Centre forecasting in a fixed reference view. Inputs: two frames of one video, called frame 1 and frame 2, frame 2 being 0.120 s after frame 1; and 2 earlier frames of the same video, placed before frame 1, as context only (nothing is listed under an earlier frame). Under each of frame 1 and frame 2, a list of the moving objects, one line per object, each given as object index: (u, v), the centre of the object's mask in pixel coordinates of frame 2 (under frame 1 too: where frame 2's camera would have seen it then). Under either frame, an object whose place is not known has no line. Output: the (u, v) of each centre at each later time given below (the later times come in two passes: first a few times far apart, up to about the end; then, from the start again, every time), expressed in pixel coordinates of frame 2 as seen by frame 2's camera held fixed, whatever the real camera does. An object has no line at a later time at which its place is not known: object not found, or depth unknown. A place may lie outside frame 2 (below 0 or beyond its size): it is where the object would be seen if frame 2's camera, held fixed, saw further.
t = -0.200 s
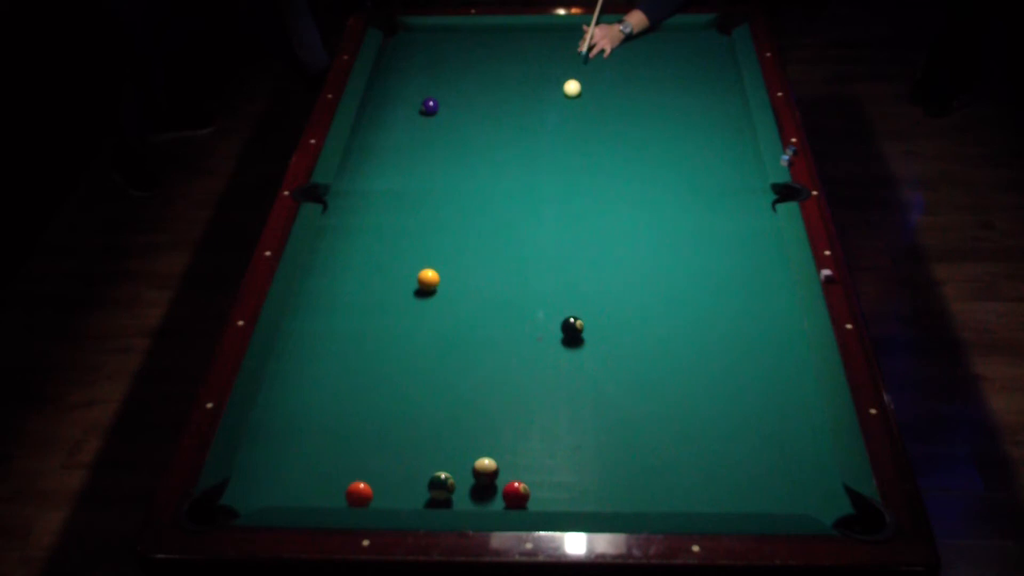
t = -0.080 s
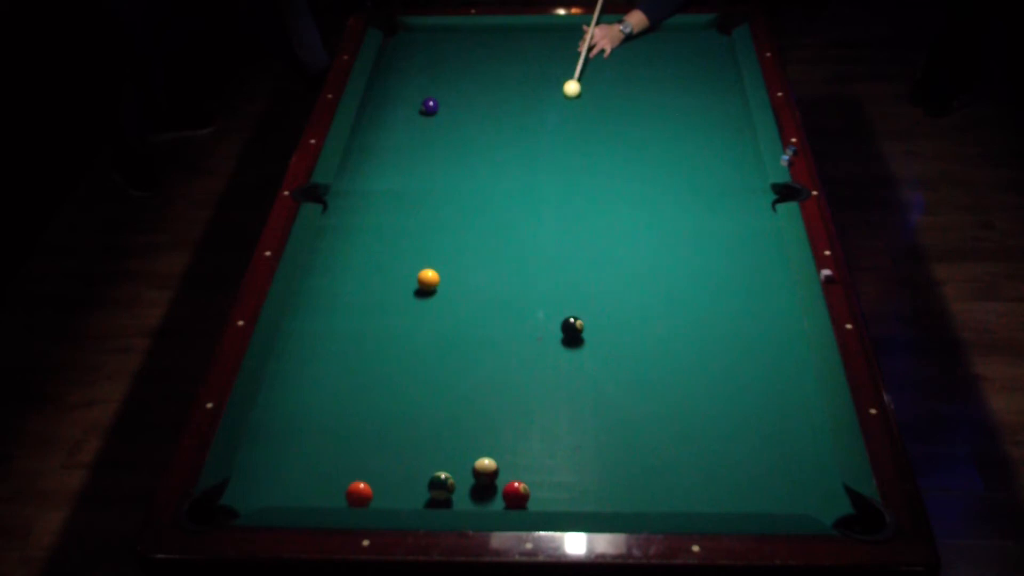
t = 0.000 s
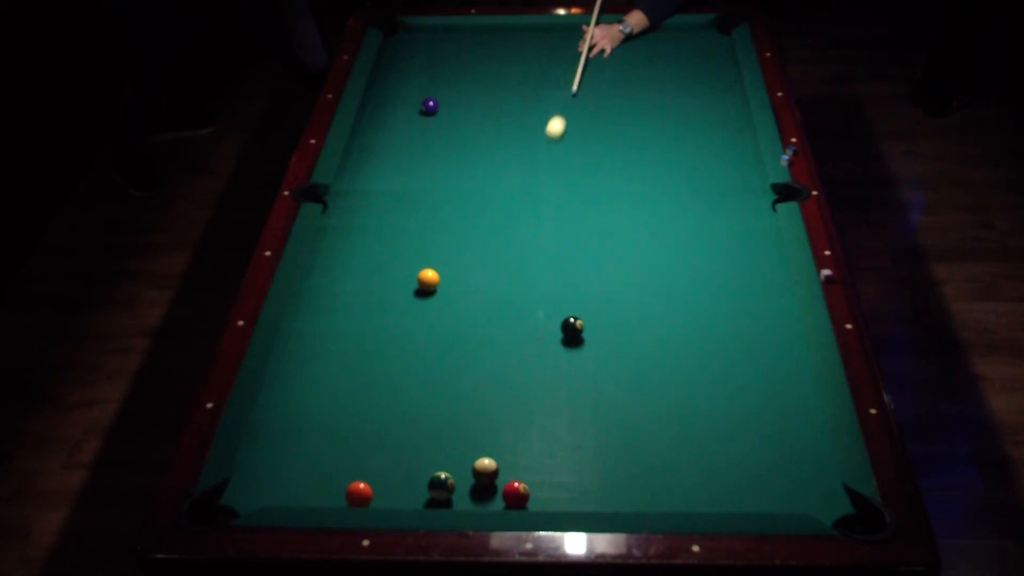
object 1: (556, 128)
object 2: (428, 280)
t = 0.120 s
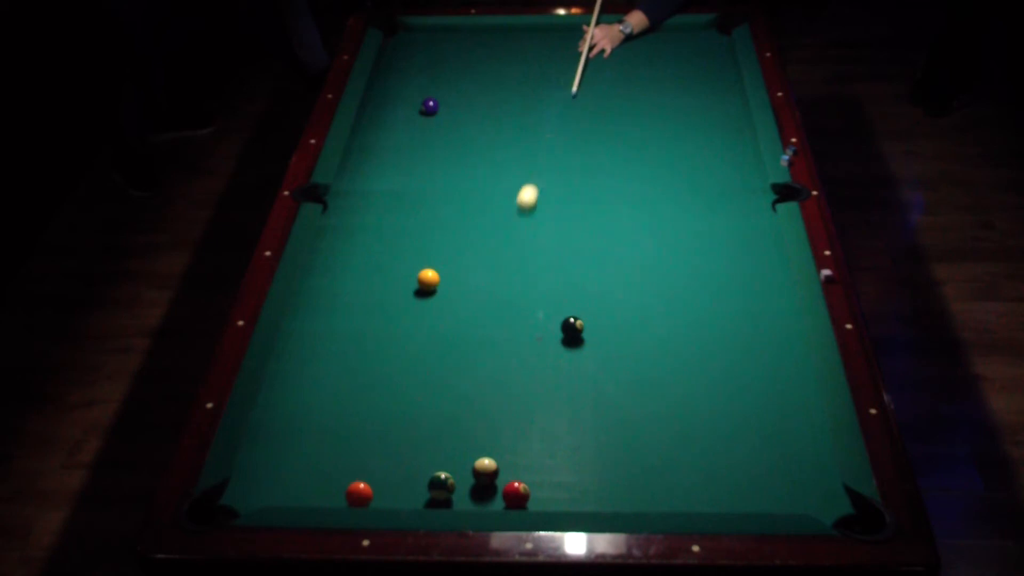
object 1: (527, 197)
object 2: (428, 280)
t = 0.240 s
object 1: (496, 275)
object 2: (428, 280)
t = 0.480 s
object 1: (418, 470)
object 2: (428, 280)
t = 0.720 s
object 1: (415, 377)
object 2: (428, 280)
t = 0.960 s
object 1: (415, 291)
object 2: (433, 272)
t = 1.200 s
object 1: (383, 268)
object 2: (465, 220)
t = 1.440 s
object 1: (356, 244)
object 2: (490, 181)
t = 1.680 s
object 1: (332, 222)
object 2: (512, 146)
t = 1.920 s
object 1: (347, 206)
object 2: (532, 115)
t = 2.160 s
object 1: (366, 194)
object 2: (550, 87)
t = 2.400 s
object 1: (383, 182)
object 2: (565, 62)
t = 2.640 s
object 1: (398, 171)
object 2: (580, 39)
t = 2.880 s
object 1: (412, 161)
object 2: (590, 32)
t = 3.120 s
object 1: (425, 152)
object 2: (597, 43)
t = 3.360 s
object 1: (436, 144)
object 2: (604, 54)
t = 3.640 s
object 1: (447, 136)
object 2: (611, 67)
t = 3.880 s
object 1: (456, 130)
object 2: (617, 78)
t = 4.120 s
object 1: (464, 125)
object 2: (623, 89)
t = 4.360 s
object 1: (471, 120)
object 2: (628, 100)
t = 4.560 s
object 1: (476, 116)
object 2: (633, 108)
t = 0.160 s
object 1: (517, 222)
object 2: (428, 280)
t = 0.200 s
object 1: (507, 248)
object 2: (428, 280)
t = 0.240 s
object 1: (496, 275)
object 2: (428, 280)
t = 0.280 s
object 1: (485, 303)
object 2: (428, 280)
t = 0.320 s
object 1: (474, 333)
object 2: (428, 280)
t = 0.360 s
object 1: (461, 364)
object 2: (428, 280)
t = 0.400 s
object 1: (448, 396)
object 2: (428, 280)
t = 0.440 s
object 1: (433, 433)
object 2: (428, 280)
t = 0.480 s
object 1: (418, 470)
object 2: (428, 280)
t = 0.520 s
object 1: (405, 495)
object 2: (428, 280)
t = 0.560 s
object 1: (407, 469)
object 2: (428, 280)
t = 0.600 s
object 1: (410, 443)
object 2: (428, 280)
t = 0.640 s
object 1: (412, 419)
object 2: (428, 280)
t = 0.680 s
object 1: (414, 397)
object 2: (428, 280)
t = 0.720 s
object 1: (415, 377)
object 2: (428, 280)
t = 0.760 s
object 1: (416, 360)
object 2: (428, 280)
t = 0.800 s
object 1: (417, 342)
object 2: (428, 280)
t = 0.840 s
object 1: (418, 326)
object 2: (428, 280)
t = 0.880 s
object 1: (419, 311)
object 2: (428, 280)
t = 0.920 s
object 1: (419, 298)
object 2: (429, 278)
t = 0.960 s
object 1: (415, 291)
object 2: (433, 272)
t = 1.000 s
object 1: (409, 289)
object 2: (440, 261)
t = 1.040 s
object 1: (403, 286)
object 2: (446, 252)
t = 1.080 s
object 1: (398, 282)
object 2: (451, 243)
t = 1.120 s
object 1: (393, 277)
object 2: (456, 235)
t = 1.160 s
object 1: (388, 273)
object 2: (461, 227)
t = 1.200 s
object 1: (383, 268)
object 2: (465, 220)
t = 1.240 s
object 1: (379, 264)
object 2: (470, 214)
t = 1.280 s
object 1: (374, 260)
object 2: (474, 207)
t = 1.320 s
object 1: (370, 256)
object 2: (478, 200)
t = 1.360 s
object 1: (365, 252)
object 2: (482, 193)
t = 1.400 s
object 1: (361, 248)
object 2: (486, 187)
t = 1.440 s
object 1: (356, 244)
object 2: (490, 181)
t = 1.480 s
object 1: (352, 241)
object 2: (494, 175)
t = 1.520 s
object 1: (348, 237)
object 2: (497, 169)
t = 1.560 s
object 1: (344, 233)
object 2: (501, 163)
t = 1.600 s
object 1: (340, 229)
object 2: (505, 157)
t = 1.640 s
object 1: (336, 226)
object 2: (509, 151)
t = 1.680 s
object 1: (332, 222)
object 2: (512, 146)
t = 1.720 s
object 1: (330, 219)
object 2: (516, 140)
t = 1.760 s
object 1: (334, 216)
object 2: (519, 135)
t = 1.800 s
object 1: (337, 214)
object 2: (522, 130)
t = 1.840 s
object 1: (340, 211)
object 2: (525, 125)
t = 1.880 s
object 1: (344, 209)
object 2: (529, 120)
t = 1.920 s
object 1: (347, 206)
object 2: (532, 115)
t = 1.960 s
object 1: (350, 205)
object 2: (535, 110)
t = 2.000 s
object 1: (354, 202)
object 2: (538, 105)
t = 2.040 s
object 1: (357, 200)
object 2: (541, 100)
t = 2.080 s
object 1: (360, 198)
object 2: (544, 96)
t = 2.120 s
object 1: (363, 196)
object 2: (547, 91)
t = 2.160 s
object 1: (366, 194)
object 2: (550, 87)
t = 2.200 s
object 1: (368, 192)
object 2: (552, 83)
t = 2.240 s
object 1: (371, 190)
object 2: (555, 78)
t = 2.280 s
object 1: (374, 188)
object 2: (558, 74)
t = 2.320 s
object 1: (377, 186)
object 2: (560, 70)
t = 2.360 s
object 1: (380, 184)
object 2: (563, 66)
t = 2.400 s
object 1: (383, 182)
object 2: (565, 62)
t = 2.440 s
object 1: (385, 180)
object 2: (568, 58)
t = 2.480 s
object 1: (388, 178)
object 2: (571, 54)
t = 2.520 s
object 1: (391, 176)
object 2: (573, 50)
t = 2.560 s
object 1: (393, 175)
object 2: (575, 47)
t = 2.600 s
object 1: (396, 173)
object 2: (577, 43)
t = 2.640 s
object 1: (398, 171)
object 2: (580, 39)
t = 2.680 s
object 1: (401, 169)
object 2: (582, 36)
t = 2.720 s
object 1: (403, 168)
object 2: (584, 32)
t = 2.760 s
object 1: (405, 166)
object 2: (586, 29)
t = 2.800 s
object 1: (407, 164)
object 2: (588, 27)
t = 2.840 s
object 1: (410, 163)
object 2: (589, 30)
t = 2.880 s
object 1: (412, 161)
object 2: (590, 32)
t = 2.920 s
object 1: (414, 159)
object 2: (591, 34)
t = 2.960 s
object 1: (416, 158)
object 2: (592, 35)
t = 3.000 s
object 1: (418, 157)
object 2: (594, 37)
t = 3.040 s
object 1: (421, 155)
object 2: (595, 39)
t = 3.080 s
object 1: (422, 154)
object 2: (596, 41)
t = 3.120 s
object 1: (425, 152)
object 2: (597, 43)
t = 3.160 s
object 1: (426, 151)
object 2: (598, 45)
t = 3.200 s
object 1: (428, 150)
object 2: (599, 47)
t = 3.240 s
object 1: (430, 148)
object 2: (600, 49)
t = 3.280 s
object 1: (432, 147)
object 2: (601, 51)
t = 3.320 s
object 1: (434, 145)
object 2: (602, 52)
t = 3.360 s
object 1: (436, 144)
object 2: (604, 54)
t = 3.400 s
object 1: (437, 143)
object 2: (605, 56)
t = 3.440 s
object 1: (439, 142)
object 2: (606, 58)
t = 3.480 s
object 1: (441, 141)
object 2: (607, 60)
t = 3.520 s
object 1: (442, 139)
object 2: (608, 62)
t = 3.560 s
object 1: (444, 138)
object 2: (609, 64)
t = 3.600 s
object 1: (446, 137)
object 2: (610, 65)
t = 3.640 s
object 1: (447, 136)
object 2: (611, 67)
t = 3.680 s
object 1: (449, 135)
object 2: (612, 69)
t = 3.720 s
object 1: (450, 134)
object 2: (613, 71)
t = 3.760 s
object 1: (452, 133)
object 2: (614, 73)
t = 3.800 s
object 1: (453, 132)
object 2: (615, 75)
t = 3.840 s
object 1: (455, 131)
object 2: (616, 77)
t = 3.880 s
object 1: (456, 130)
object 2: (617, 78)
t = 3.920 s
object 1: (458, 129)
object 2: (618, 80)
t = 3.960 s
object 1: (459, 128)
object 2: (619, 82)
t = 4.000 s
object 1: (460, 127)
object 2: (620, 84)
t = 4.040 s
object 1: (462, 126)
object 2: (621, 86)
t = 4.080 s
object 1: (463, 125)
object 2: (622, 87)
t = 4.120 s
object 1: (464, 125)
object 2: (623, 89)
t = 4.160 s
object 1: (465, 124)
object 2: (623, 91)
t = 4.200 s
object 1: (466, 123)
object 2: (625, 93)
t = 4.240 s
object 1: (468, 122)
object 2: (625, 95)
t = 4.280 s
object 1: (469, 121)
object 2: (626, 96)
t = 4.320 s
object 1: (470, 120)
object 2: (627, 98)
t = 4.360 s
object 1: (471, 120)
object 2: (628, 100)
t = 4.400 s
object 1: (472, 119)
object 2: (629, 101)
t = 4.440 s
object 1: (473, 118)
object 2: (630, 103)
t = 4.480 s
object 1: (474, 117)
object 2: (631, 105)
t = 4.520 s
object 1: (475, 117)
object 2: (632, 106)
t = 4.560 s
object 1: (476, 116)
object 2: (633, 108)
